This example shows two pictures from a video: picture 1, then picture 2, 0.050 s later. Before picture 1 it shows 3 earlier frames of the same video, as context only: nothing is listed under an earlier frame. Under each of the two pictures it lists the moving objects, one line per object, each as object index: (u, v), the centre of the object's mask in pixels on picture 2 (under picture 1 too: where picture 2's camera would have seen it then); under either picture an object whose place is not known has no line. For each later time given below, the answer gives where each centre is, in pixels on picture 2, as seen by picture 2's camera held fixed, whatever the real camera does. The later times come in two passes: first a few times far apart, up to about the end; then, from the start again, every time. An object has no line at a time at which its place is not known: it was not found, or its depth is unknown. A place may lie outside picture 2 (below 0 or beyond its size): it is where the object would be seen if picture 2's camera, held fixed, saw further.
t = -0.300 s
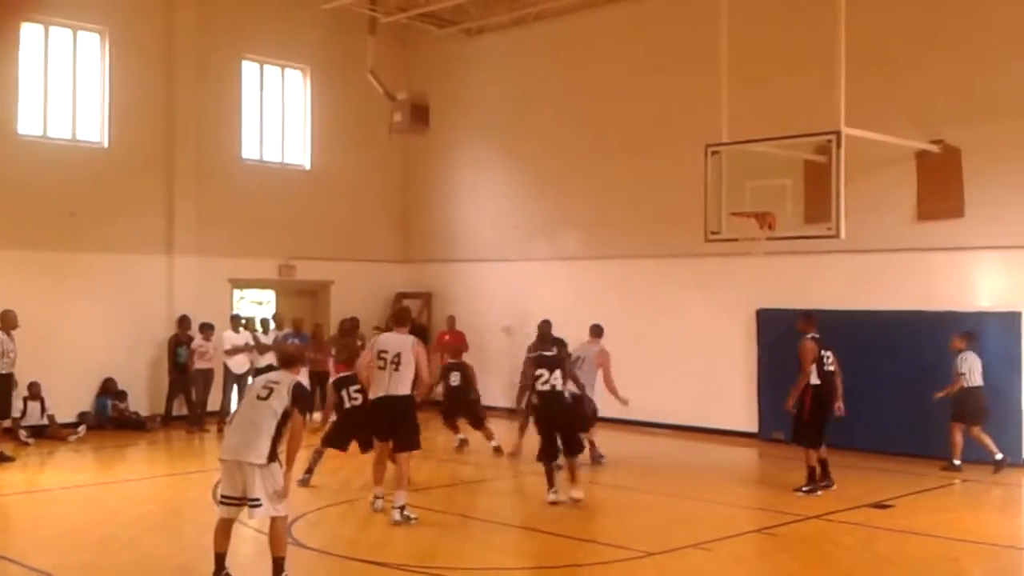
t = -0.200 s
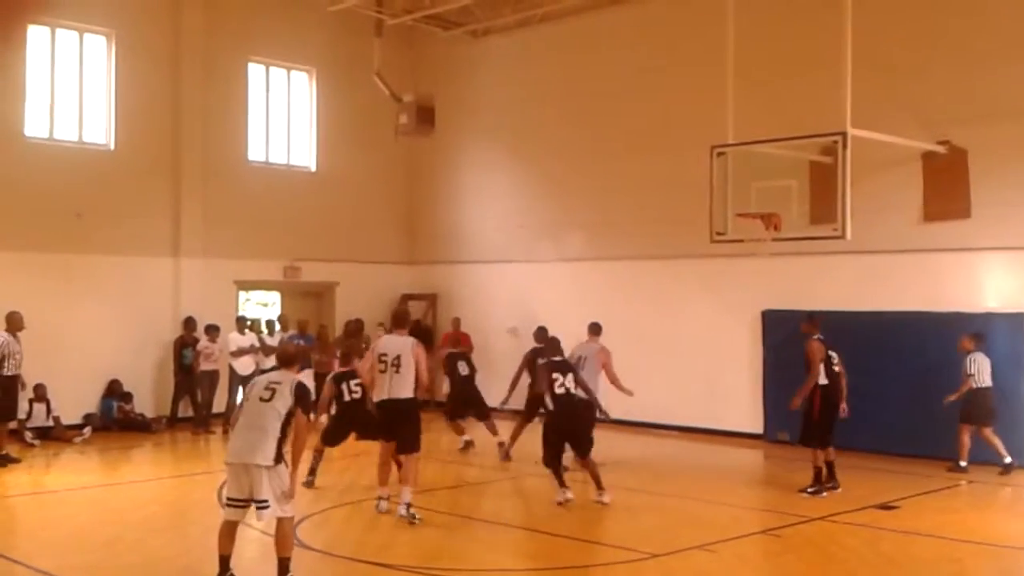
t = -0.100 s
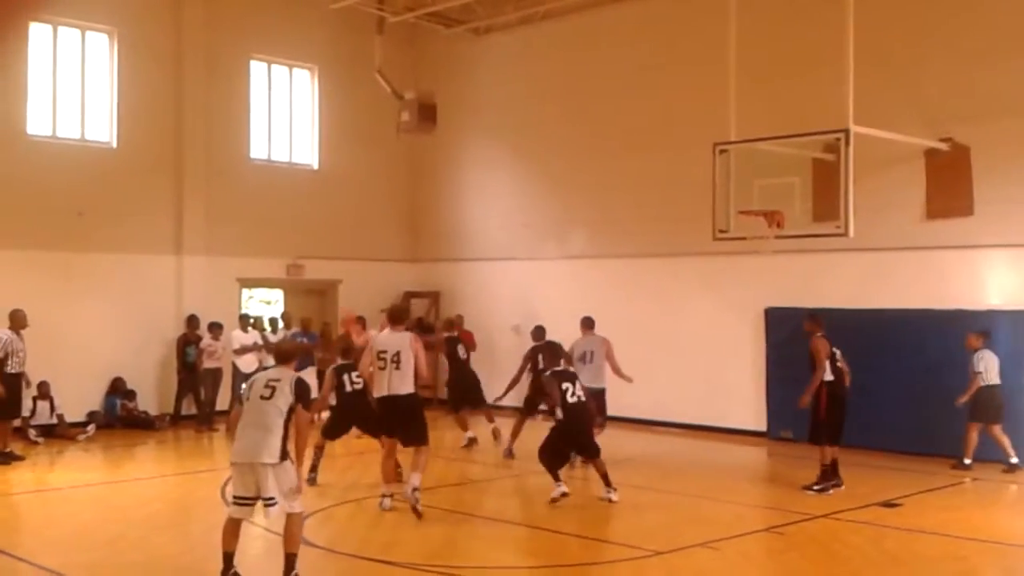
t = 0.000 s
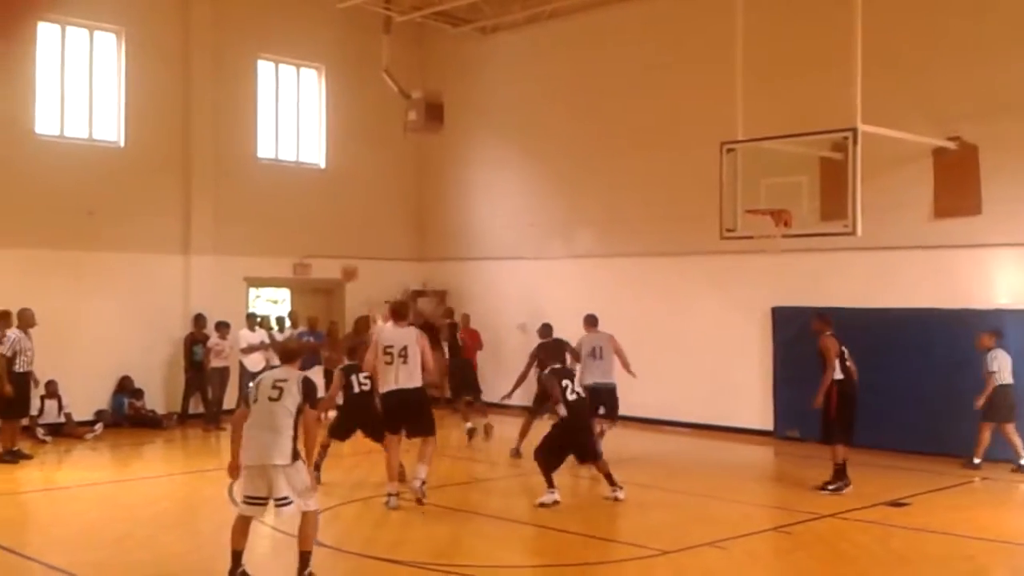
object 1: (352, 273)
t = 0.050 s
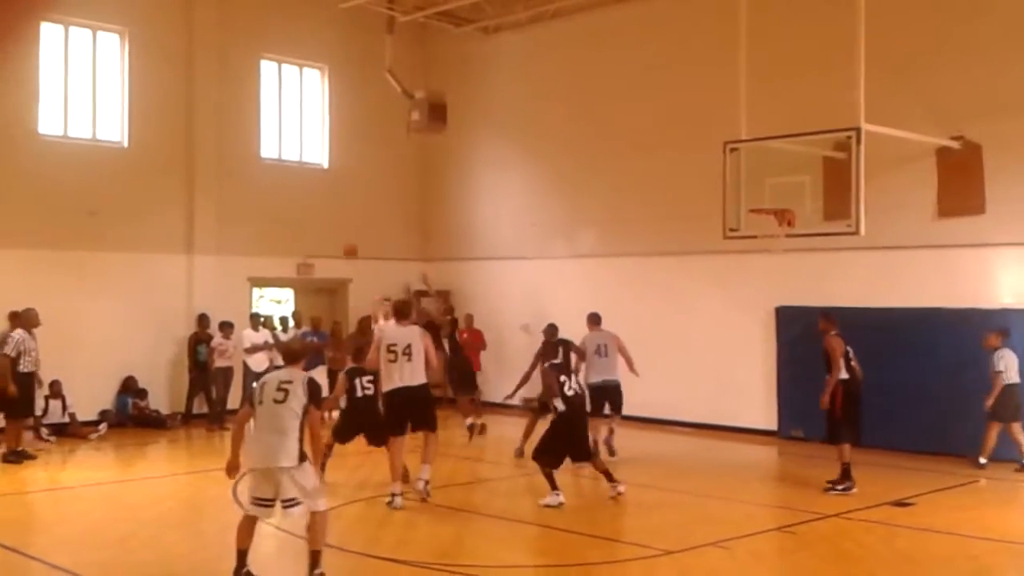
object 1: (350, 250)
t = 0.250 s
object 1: (337, 173)
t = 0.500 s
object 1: (312, 96)
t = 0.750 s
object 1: (271, 60)
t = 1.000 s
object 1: (207, 94)
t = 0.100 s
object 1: (348, 231)
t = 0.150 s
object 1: (344, 210)
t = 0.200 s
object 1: (341, 191)
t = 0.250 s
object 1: (337, 173)
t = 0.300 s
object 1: (333, 156)
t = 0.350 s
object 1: (329, 138)
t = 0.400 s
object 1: (324, 123)
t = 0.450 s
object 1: (318, 109)
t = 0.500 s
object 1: (312, 96)
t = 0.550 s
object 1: (304, 85)
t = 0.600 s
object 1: (297, 75)
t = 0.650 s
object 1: (290, 69)
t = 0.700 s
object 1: (281, 63)
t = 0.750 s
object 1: (271, 60)
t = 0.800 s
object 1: (261, 59)
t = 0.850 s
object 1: (249, 61)
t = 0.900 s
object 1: (237, 68)
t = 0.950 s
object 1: (224, 78)
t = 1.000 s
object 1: (207, 94)
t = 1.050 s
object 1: (189, 114)
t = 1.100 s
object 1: (172, 140)
